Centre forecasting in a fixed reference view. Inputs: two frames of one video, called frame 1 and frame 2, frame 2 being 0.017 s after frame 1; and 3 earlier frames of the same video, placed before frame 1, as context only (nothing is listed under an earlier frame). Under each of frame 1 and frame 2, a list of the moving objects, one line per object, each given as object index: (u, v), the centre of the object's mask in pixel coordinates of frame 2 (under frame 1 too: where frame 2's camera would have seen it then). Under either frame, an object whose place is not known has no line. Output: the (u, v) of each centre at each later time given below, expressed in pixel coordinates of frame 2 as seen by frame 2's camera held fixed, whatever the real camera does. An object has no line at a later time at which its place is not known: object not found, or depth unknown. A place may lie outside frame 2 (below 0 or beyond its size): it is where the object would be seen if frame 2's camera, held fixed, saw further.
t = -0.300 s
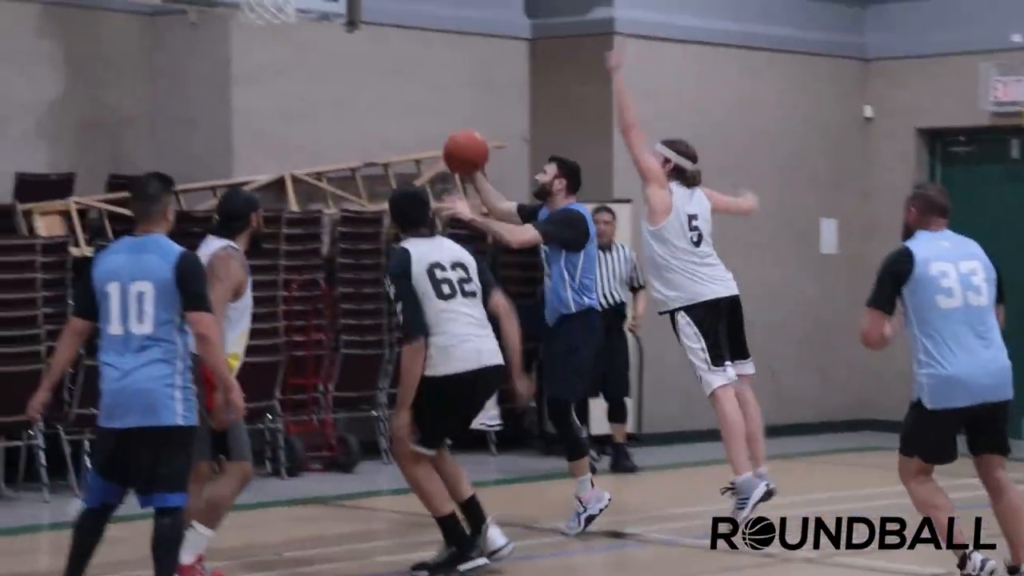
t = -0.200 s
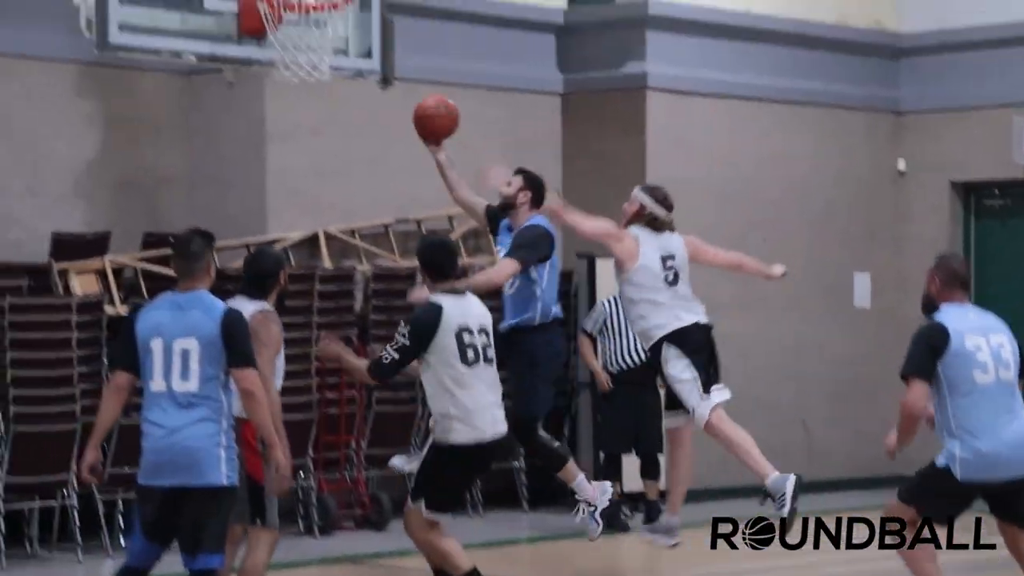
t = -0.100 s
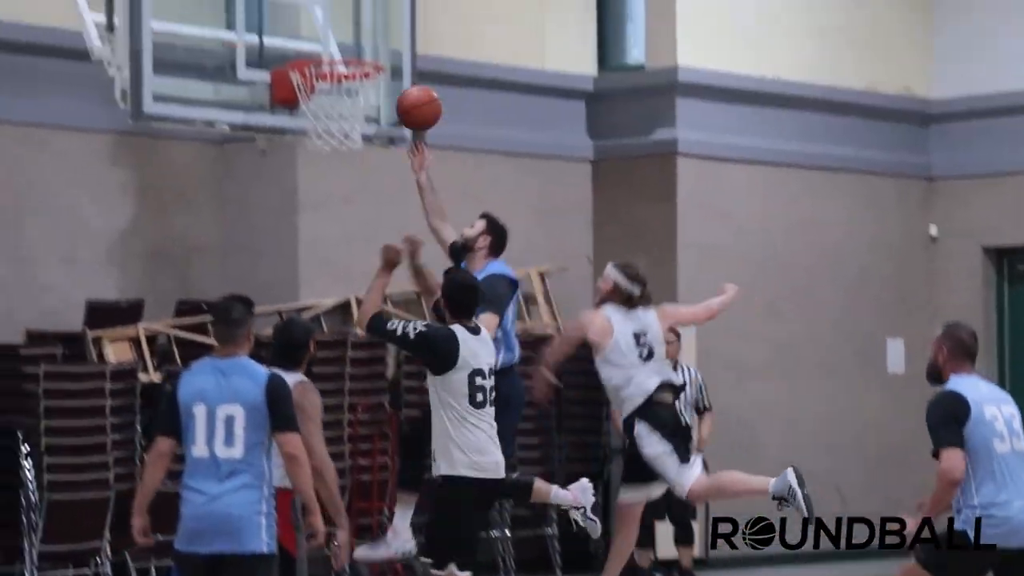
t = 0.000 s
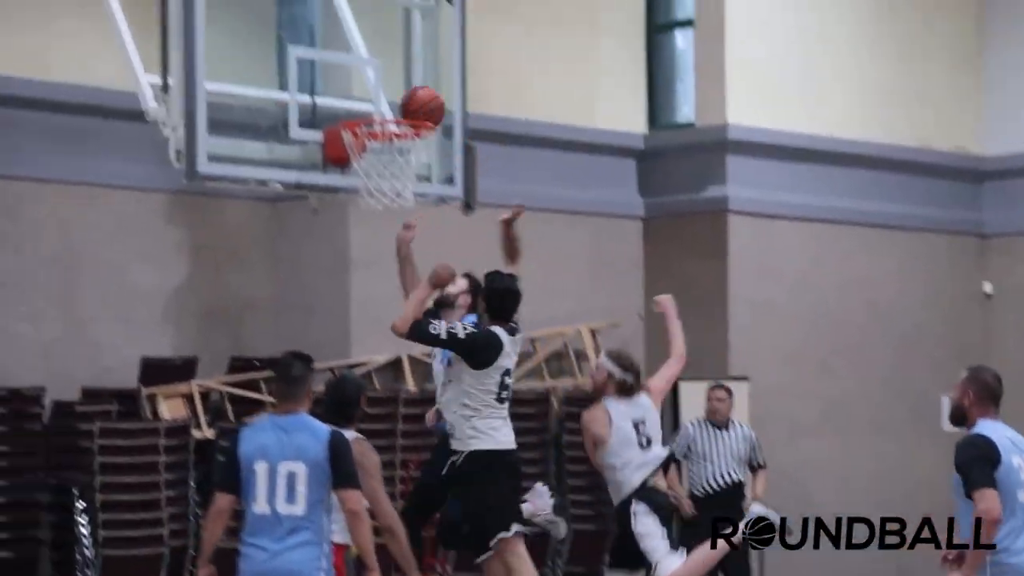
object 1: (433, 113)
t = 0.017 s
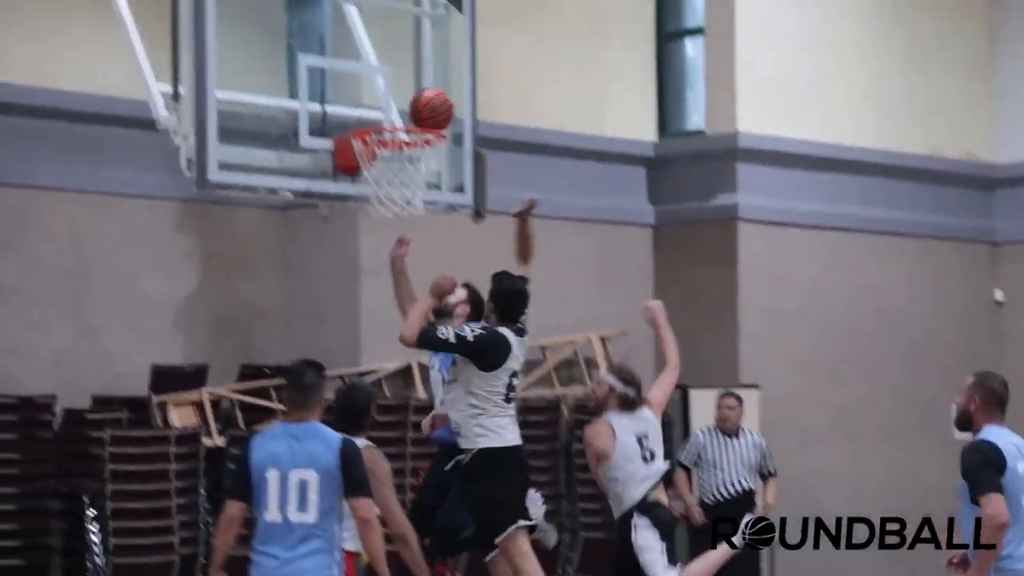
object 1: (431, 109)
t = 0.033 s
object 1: (431, 105)
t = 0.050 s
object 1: (430, 99)
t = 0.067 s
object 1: (430, 94)
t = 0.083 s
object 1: (429, 89)
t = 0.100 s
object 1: (429, 85)
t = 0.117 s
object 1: (429, 82)
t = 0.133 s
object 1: (428, 79)
